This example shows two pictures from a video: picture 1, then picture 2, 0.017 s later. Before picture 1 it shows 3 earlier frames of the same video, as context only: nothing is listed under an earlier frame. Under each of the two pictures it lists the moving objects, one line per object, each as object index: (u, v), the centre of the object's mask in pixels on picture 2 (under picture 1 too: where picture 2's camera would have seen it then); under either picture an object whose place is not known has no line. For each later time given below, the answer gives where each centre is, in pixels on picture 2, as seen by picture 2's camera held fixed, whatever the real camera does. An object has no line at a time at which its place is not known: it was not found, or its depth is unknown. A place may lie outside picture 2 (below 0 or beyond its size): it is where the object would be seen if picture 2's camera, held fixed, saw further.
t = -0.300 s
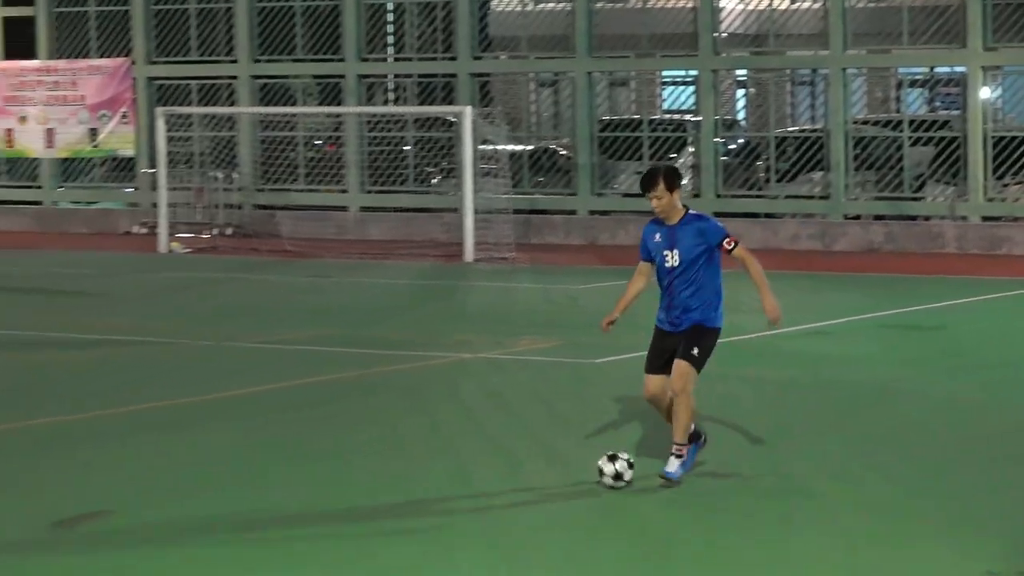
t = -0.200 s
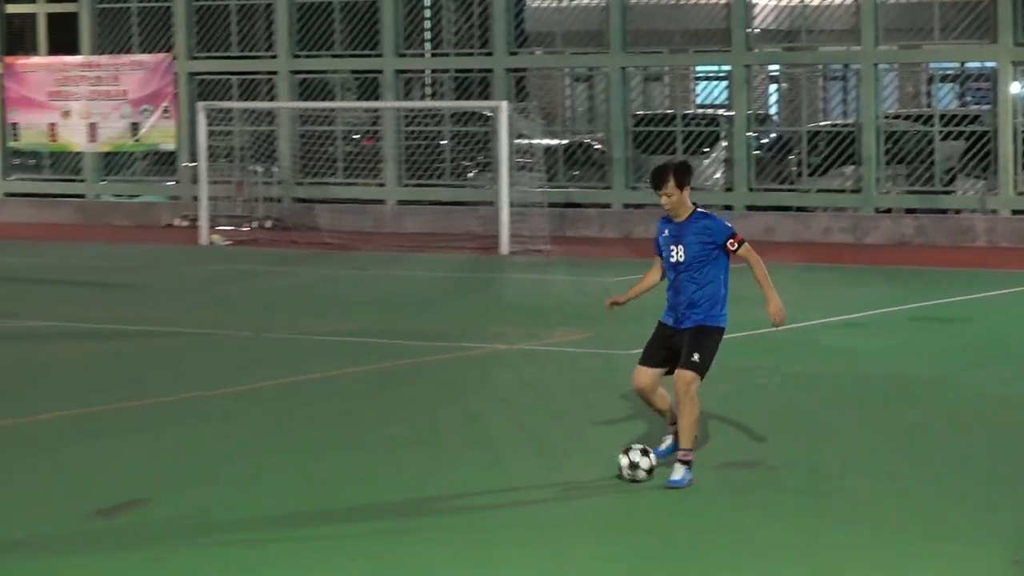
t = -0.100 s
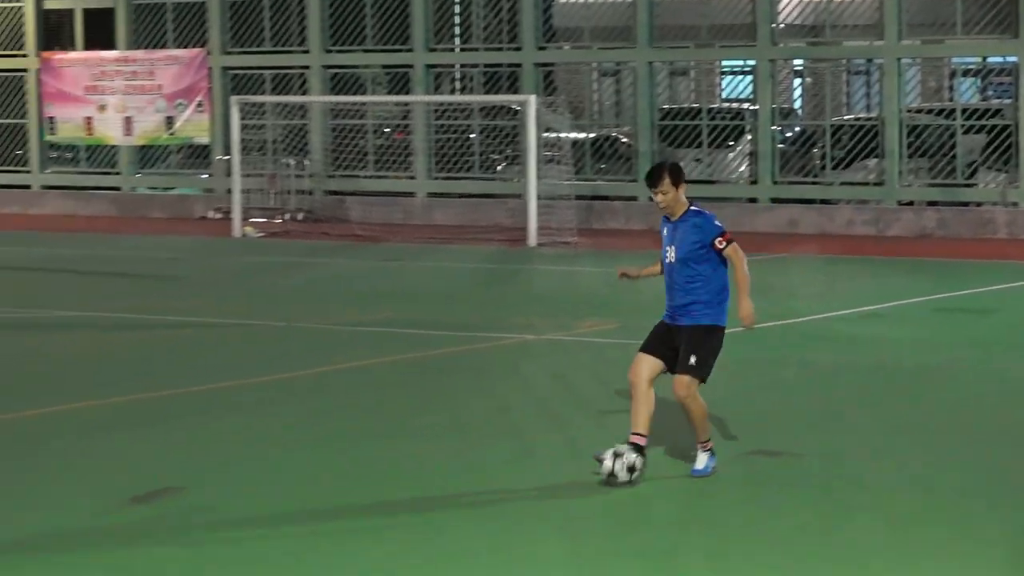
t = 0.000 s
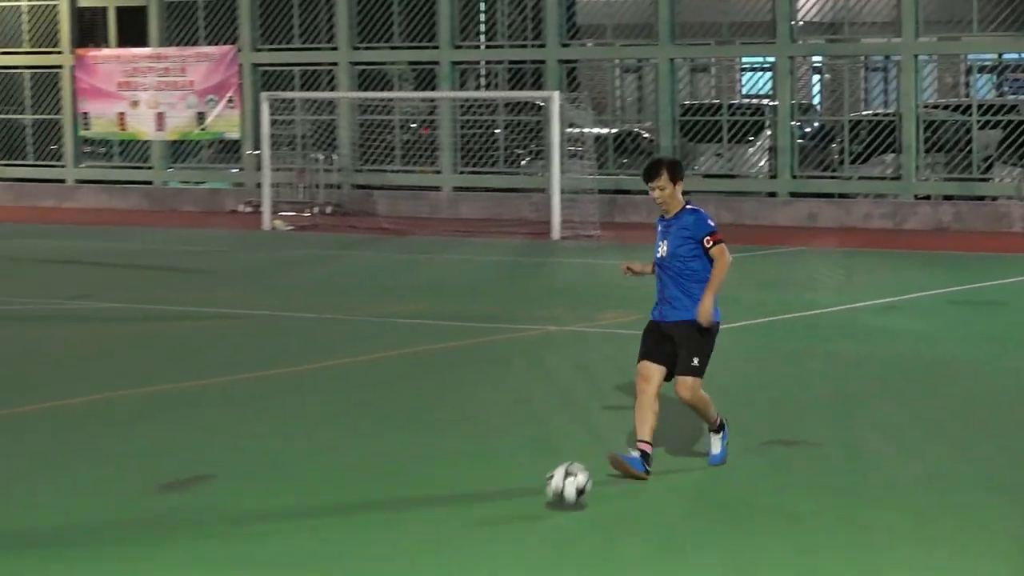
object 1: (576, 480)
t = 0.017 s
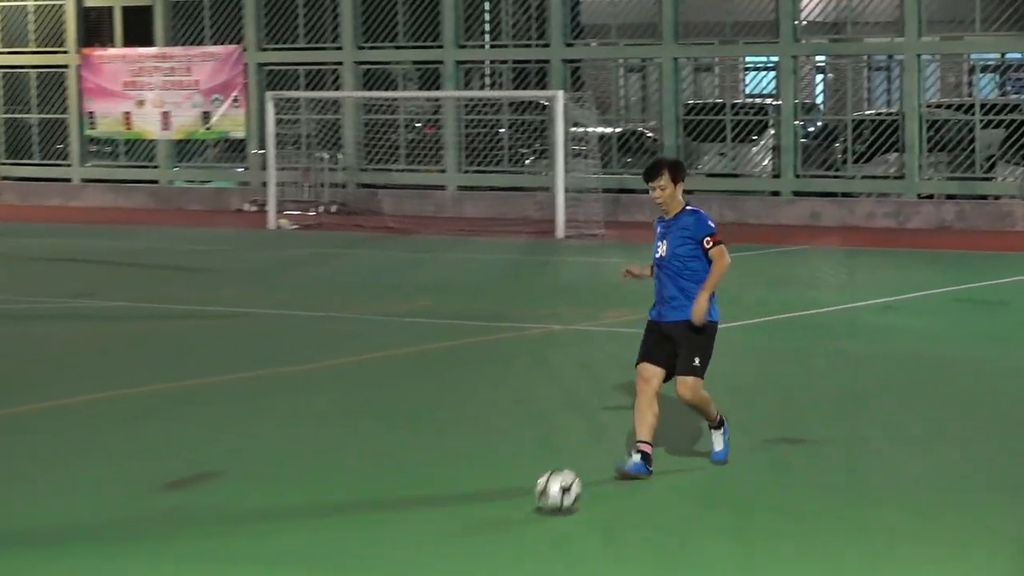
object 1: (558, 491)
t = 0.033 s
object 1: (542, 499)
